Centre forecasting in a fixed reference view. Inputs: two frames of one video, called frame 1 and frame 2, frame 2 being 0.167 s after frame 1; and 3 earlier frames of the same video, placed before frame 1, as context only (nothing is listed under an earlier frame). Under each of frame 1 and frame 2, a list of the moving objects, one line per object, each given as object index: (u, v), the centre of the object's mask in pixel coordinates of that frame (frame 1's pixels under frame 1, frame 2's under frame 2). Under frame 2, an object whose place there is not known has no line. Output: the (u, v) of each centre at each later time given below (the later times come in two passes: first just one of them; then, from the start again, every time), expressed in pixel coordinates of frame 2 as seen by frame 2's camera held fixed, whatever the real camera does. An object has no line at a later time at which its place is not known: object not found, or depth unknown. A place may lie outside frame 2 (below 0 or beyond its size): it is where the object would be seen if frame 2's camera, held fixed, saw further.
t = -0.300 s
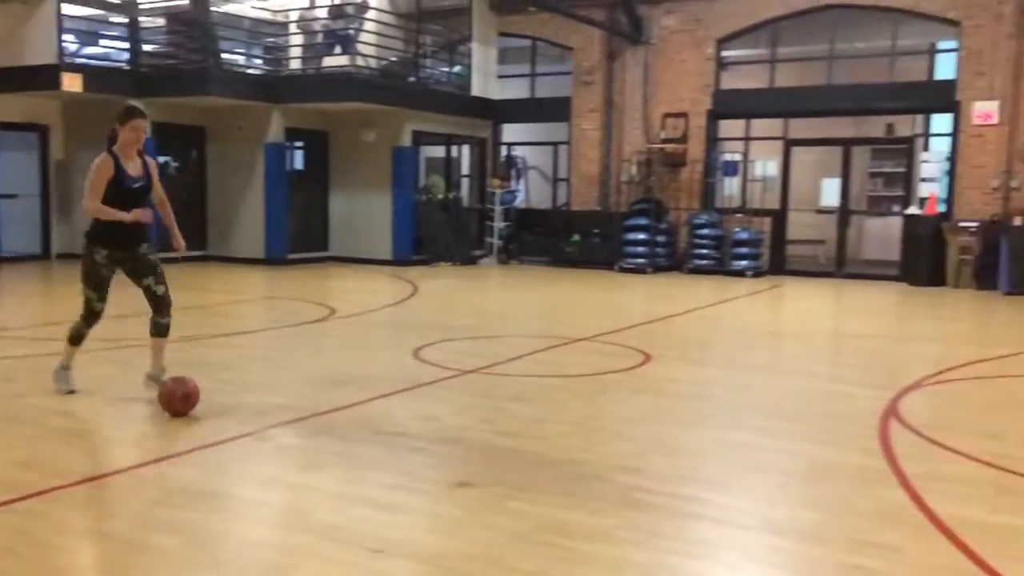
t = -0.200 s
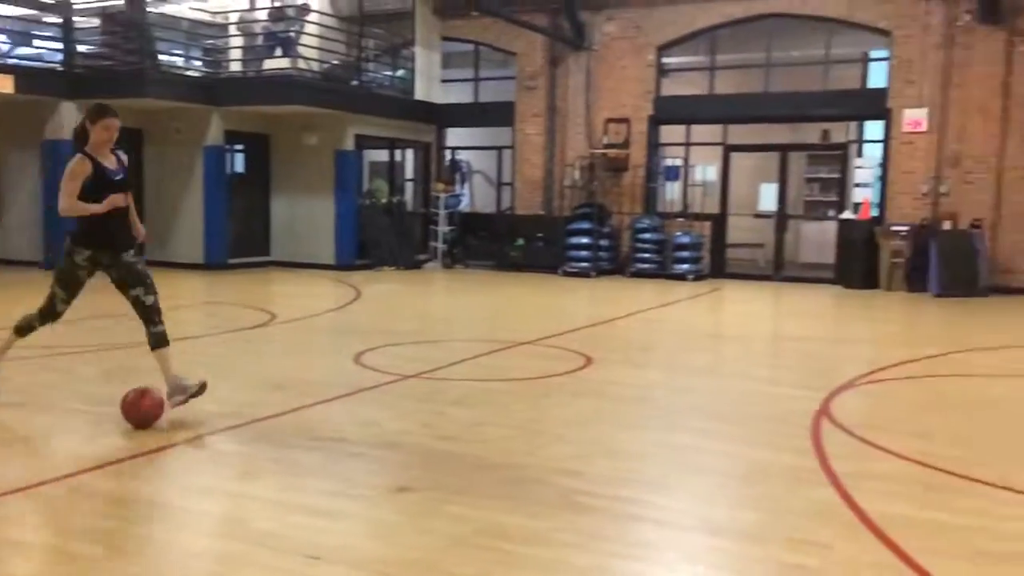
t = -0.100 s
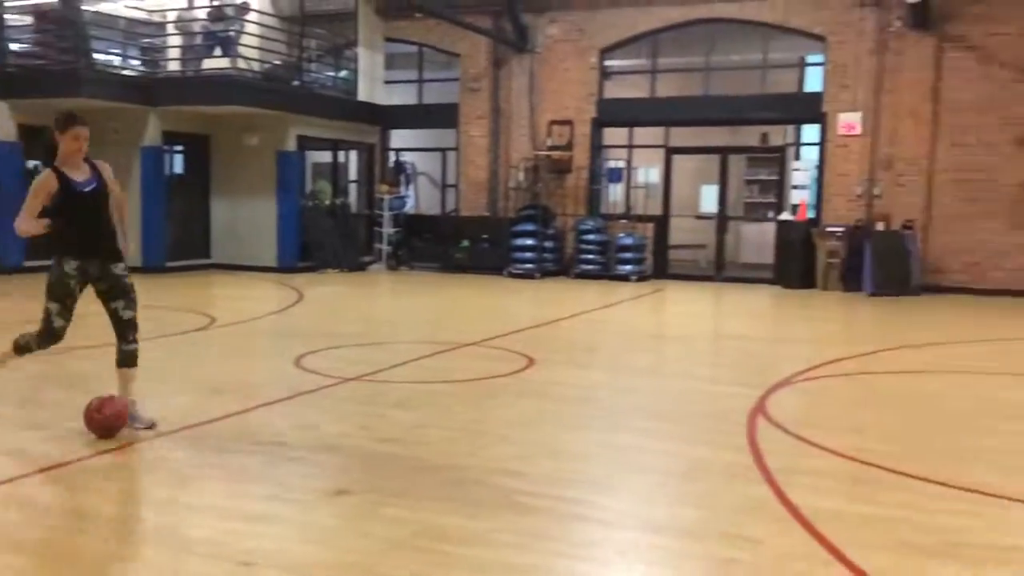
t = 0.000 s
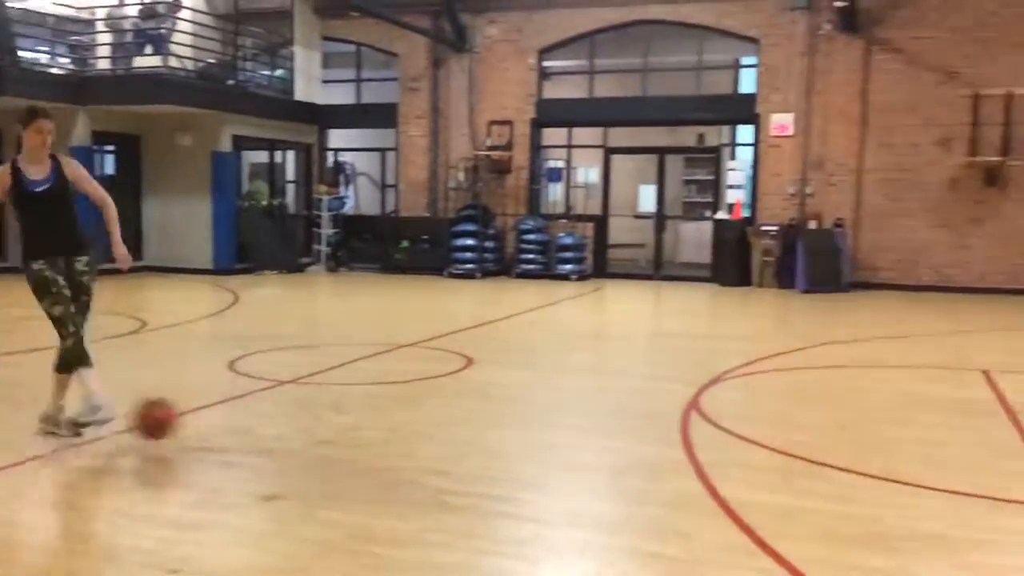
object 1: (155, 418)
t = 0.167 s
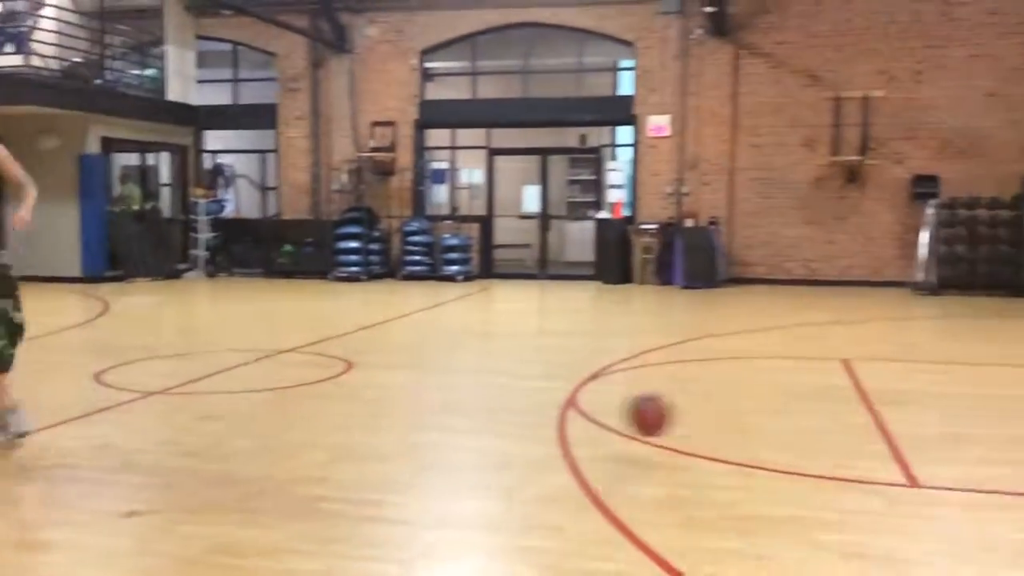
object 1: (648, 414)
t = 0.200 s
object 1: (773, 419)
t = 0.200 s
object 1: (773, 419)
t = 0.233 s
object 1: (898, 427)
